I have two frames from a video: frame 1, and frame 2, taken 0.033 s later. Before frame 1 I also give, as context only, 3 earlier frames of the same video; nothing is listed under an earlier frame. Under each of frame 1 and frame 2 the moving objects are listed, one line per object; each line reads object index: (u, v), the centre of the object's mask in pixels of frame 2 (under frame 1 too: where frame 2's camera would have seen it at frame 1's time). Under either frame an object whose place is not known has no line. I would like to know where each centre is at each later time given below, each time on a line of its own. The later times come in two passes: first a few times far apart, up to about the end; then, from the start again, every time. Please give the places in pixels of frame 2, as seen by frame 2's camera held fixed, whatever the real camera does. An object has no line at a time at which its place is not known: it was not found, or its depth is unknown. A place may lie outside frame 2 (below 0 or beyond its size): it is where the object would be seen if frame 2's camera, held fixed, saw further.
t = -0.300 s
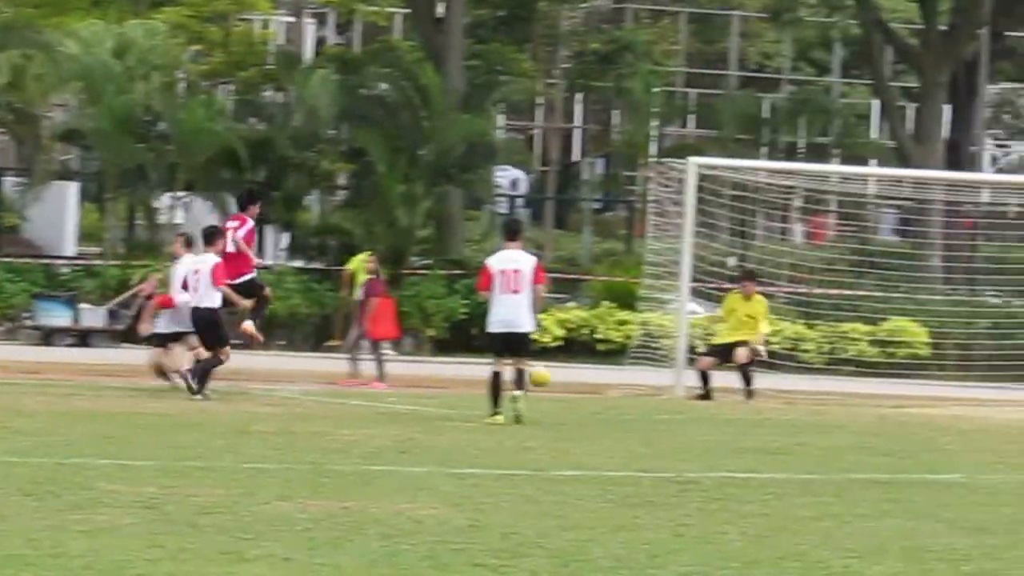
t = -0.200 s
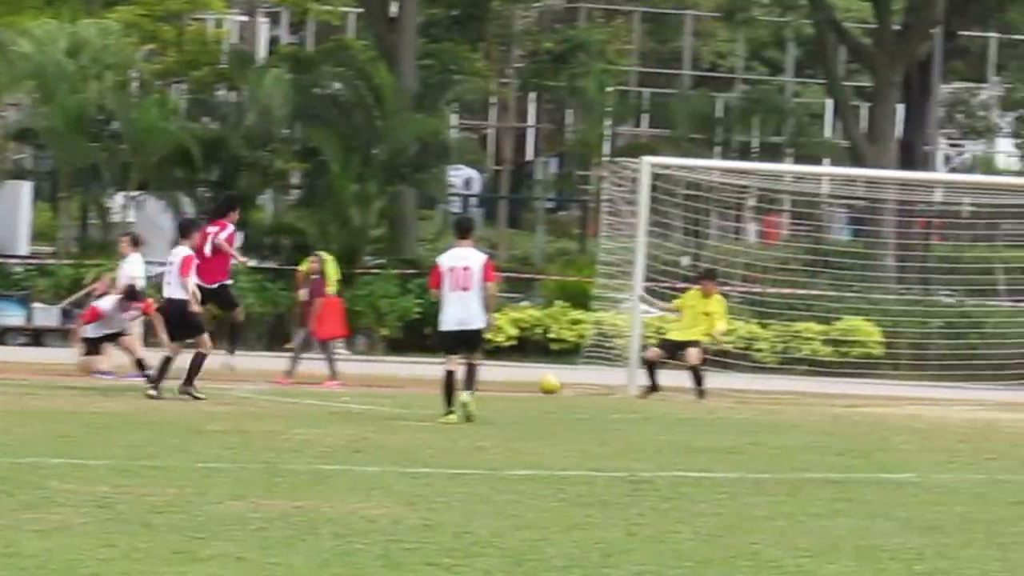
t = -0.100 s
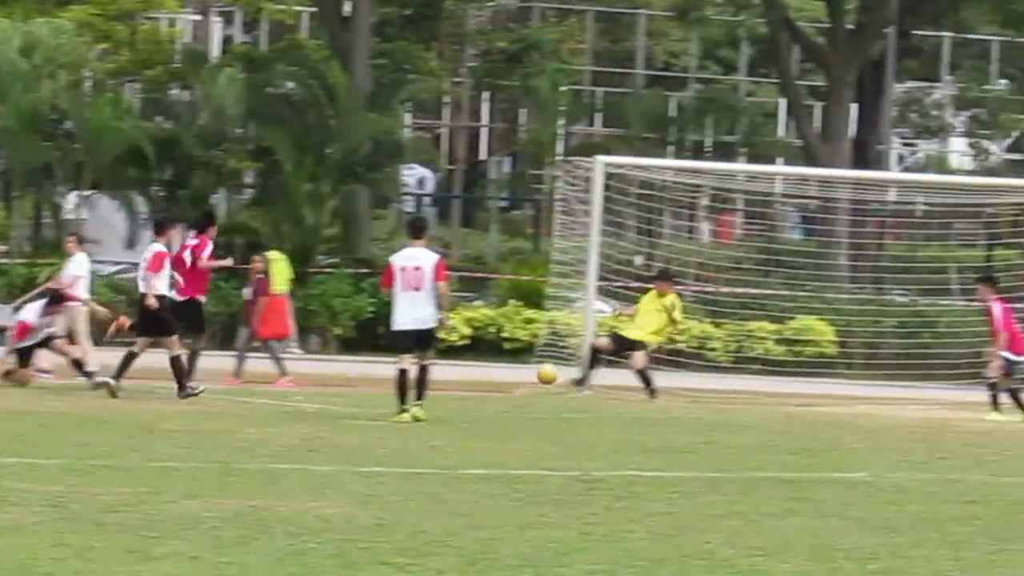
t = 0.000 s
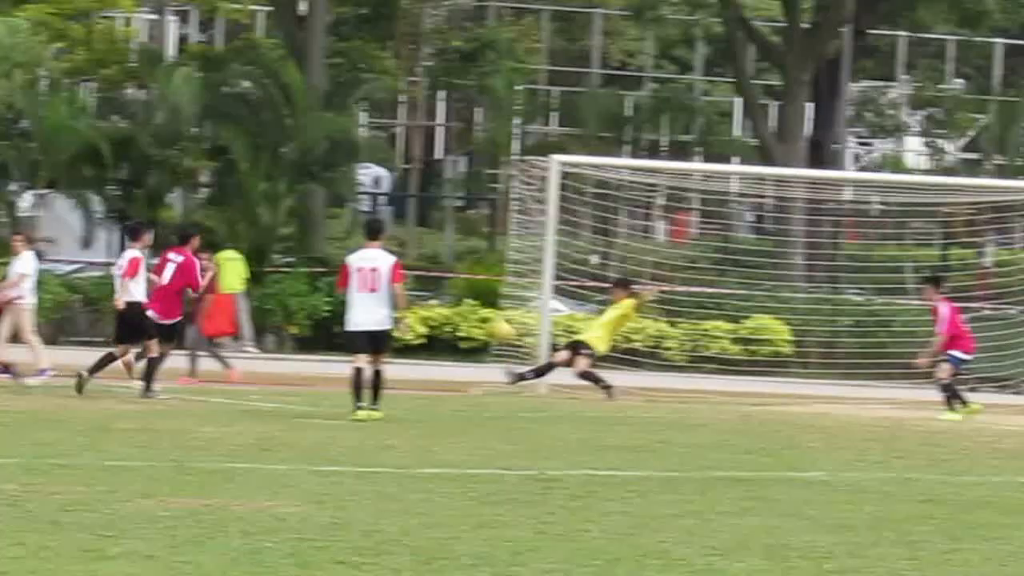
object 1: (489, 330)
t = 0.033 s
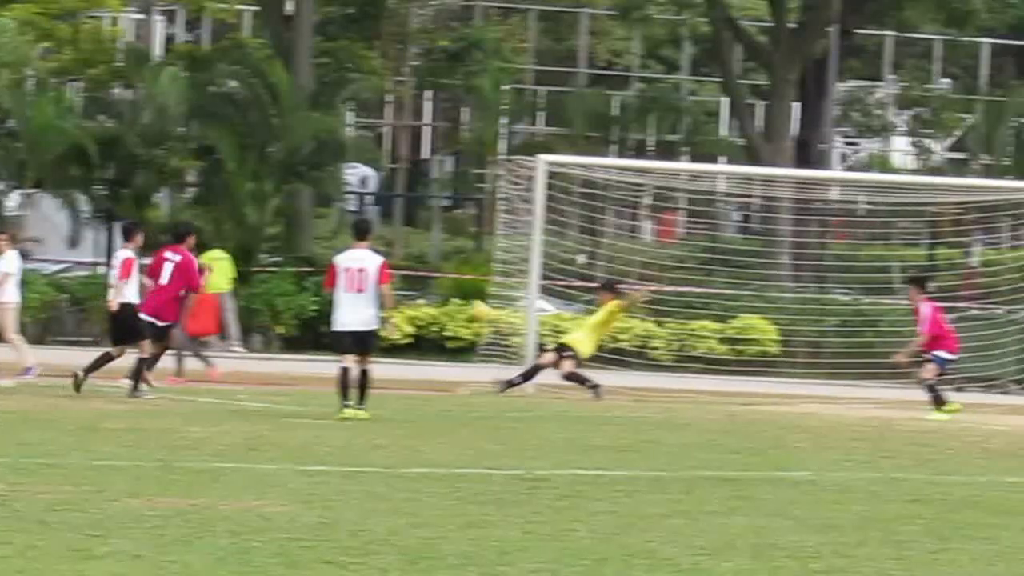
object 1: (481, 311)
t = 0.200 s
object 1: (439, 232)
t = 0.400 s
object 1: (390, 171)
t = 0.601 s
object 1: (337, 146)
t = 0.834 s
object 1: (273, 165)
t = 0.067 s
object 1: (473, 295)
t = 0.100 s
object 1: (465, 276)
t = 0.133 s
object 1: (456, 260)
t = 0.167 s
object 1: (448, 247)
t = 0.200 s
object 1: (439, 232)
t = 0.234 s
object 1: (432, 220)
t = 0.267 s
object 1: (423, 209)
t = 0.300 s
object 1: (415, 198)
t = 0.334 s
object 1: (407, 187)
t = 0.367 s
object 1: (397, 178)
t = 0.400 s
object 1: (390, 171)
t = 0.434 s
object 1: (382, 164)
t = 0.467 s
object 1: (373, 159)
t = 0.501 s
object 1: (364, 153)
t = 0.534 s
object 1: (355, 150)
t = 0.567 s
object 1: (345, 148)
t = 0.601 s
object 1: (337, 146)
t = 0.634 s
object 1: (328, 146)
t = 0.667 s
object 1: (318, 146)
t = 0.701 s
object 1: (310, 148)
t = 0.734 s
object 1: (301, 151)
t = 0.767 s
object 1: (291, 154)
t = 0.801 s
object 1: (282, 159)
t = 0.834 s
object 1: (273, 165)
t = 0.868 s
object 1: (262, 172)
